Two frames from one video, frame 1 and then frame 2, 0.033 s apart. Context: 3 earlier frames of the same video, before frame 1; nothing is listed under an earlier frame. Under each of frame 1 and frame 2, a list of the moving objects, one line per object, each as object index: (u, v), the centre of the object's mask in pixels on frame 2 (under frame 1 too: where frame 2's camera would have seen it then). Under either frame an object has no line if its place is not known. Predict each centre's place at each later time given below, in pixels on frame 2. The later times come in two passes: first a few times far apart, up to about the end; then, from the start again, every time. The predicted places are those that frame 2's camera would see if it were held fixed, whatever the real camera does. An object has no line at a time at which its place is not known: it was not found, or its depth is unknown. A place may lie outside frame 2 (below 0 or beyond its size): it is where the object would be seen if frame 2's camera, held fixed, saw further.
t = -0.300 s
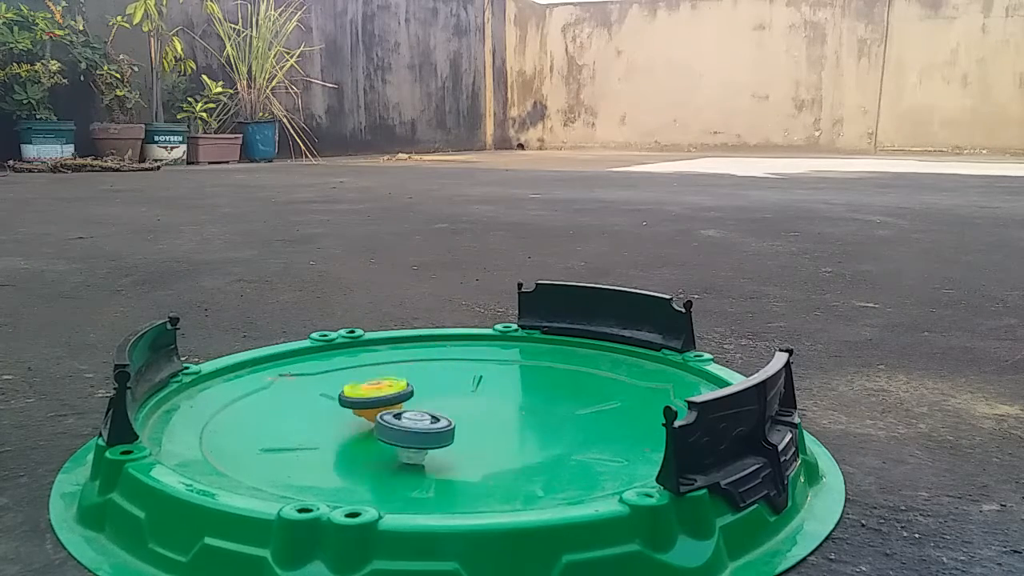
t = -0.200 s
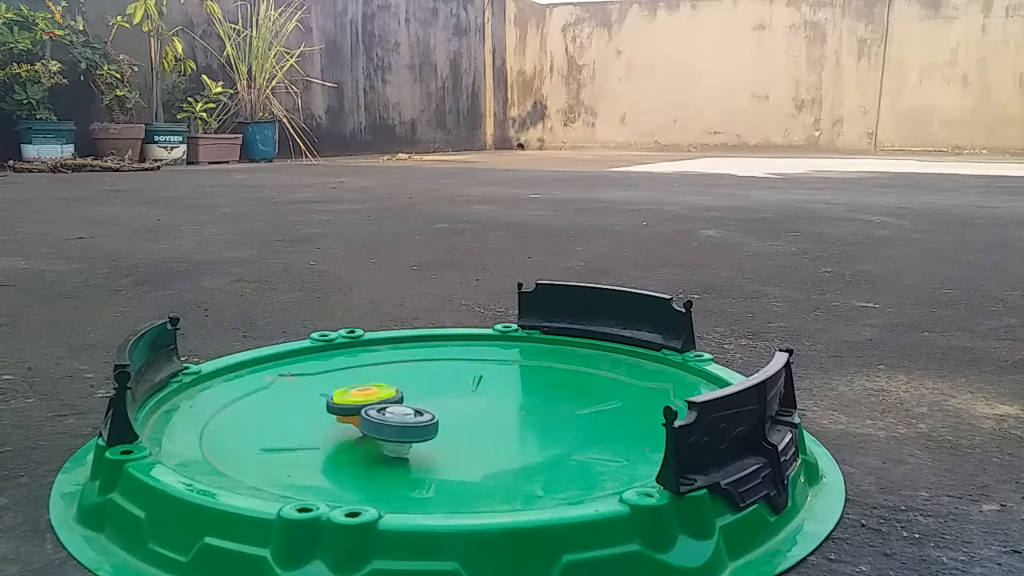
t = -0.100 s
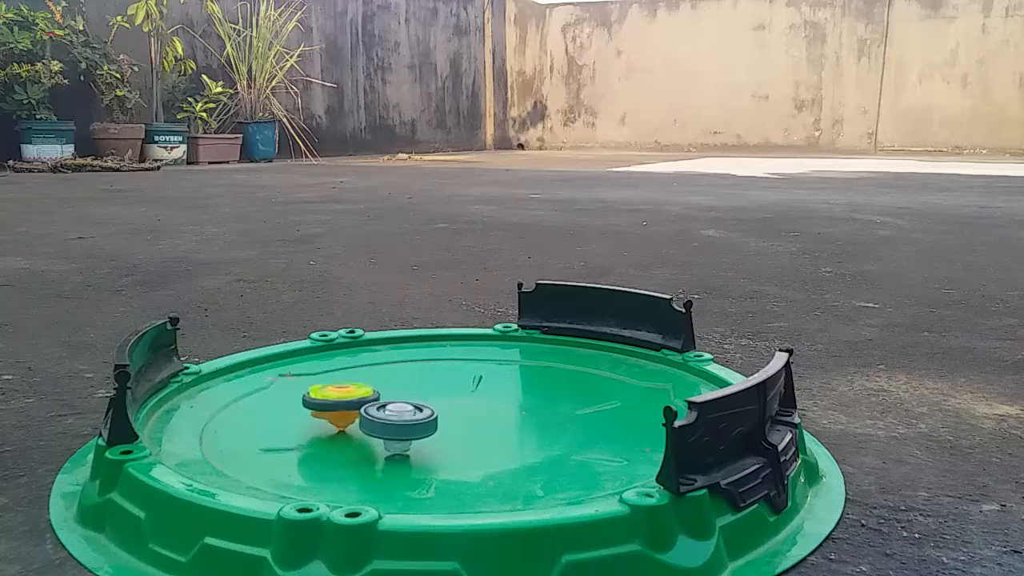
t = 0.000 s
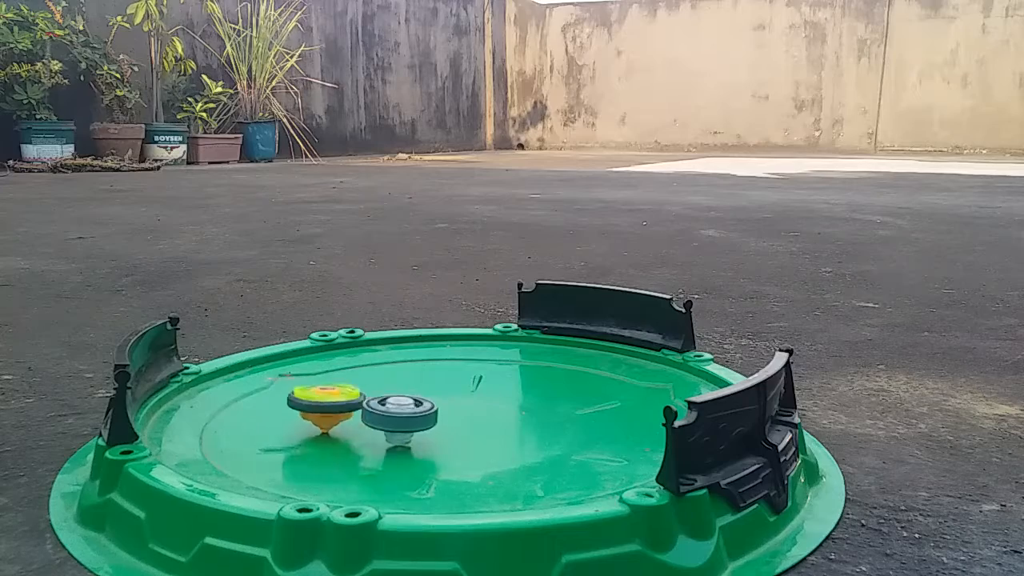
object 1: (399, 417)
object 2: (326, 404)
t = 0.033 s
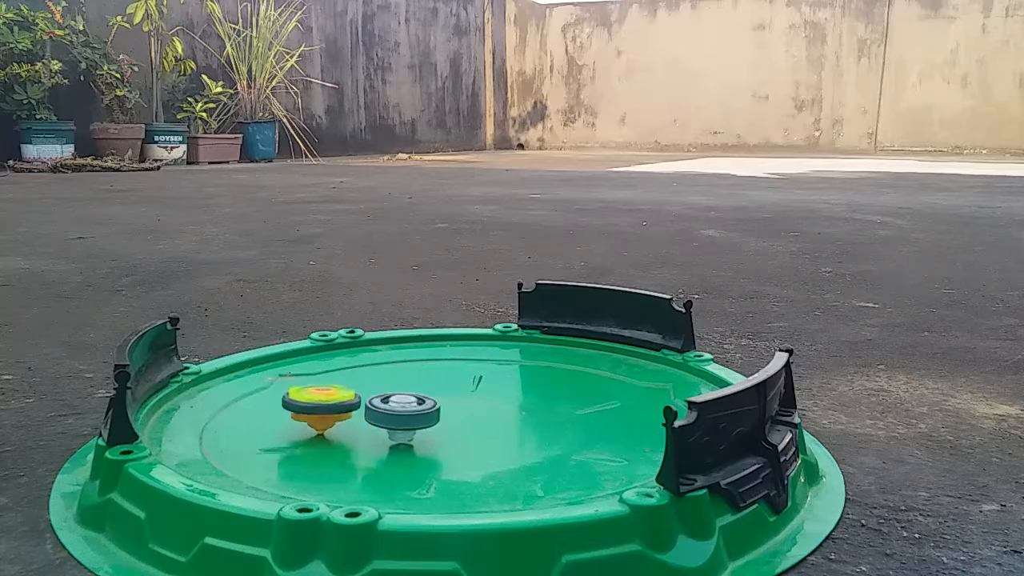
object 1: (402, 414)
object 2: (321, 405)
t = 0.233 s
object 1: (419, 402)
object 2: (307, 409)
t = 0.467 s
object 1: (444, 392)
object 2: (313, 412)
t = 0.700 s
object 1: (467, 383)
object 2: (341, 414)
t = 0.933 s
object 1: (474, 375)
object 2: (377, 406)
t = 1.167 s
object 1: (477, 373)
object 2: (419, 399)
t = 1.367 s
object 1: (481, 368)
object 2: (458, 396)
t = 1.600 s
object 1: (491, 366)
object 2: (500, 398)
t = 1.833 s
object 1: (491, 372)
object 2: (542, 413)
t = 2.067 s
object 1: (483, 376)
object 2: (571, 423)
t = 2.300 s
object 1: (490, 378)
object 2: (580, 424)
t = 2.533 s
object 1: (500, 381)
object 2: (565, 424)
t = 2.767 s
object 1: (497, 384)
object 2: (525, 422)
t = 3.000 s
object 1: (492, 385)
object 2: (481, 416)
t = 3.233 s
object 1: (497, 375)
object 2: (411, 447)
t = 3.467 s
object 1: (479, 372)
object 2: (398, 451)
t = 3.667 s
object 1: (462, 373)
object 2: (393, 447)
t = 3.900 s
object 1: (454, 373)
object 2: (401, 436)
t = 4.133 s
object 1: (456, 374)
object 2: (413, 415)
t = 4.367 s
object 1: (480, 371)
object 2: (443, 394)
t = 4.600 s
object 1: (506, 362)
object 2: (426, 403)
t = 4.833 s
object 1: (492, 365)
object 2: (435, 404)
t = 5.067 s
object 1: (485, 374)
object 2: (444, 405)
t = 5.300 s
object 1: (502, 378)
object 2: (454, 406)
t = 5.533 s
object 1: (522, 382)
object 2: (462, 407)
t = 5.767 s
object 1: (534, 386)
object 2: (470, 408)
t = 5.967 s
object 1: (537, 390)
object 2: (475, 408)
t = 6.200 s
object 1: (545, 389)
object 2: (447, 416)
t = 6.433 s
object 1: (535, 386)
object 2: (414, 421)
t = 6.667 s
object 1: (519, 382)
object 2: (381, 420)
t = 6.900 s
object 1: (507, 377)
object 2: (359, 415)
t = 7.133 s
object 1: (489, 376)
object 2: (351, 406)
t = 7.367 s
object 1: (480, 375)
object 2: (362, 397)
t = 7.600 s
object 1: (478, 376)
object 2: (385, 387)
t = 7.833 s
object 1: (480, 376)
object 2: (412, 380)
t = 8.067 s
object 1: (538, 374)
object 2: (353, 379)
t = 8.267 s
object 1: (551, 374)
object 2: (304, 382)
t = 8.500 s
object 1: (550, 374)
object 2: (279, 387)
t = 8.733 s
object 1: (549, 382)
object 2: (281, 393)
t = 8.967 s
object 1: (550, 389)
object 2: (308, 402)
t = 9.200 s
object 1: (555, 394)
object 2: (358, 411)
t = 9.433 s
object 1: (548, 398)
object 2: (410, 415)
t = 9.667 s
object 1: (529, 402)
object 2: (456, 422)
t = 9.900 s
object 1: (500, 394)
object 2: (493, 429)
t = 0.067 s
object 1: (404, 412)
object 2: (318, 406)
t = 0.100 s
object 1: (407, 410)
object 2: (315, 407)
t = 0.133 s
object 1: (410, 407)
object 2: (313, 408)
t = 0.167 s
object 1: (413, 405)
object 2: (310, 408)
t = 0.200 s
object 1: (417, 404)
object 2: (309, 409)
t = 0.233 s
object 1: (419, 402)
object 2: (307, 409)
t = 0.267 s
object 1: (423, 400)
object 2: (307, 410)
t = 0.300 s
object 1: (426, 398)
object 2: (306, 410)
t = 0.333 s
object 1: (429, 397)
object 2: (308, 411)
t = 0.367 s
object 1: (434, 396)
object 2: (308, 411)
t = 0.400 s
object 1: (436, 394)
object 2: (310, 411)
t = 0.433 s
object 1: (441, 393)
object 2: (311, 411)
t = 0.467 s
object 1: (444, 392)
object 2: (313, 412)
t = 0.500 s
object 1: (448, 391)
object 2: (315, 412)
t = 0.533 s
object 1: (451, 389)
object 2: (318, 413)
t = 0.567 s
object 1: (455, 388)
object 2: (322, 413)
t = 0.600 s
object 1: (458, 387)
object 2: (325, 413)
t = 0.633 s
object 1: (461, 386)
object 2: (331, 414)
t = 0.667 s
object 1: (465, 385)
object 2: (335, 414)
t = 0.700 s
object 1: (467, 383)
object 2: (341, 414)
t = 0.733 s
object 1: (470, 382)
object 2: (345, 412)
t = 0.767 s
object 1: (471, 380)
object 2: (350, 412)
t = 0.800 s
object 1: (472, 379)
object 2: (355, 410)
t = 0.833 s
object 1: (473, 378)
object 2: (360, 410)
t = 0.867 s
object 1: (473, 377)
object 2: (366, 408)
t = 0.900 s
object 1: (474, 376)
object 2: (371, 407)
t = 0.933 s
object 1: (474, 375)
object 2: (377, 406)
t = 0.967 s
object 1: (476, 374)
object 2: (383, 405)
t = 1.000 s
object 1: (477, 373)
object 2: (388, 404)
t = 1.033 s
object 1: (478, 373)
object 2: (395, 403)
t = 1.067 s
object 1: (478, 372)
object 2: (400, 402)
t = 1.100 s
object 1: (478, 372)
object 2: (407, 401)
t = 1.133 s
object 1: (478, 372)
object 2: (413, 400)
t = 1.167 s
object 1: (477, 373)
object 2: (419, 399)
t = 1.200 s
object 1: (478, 373)
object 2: (426, 399)
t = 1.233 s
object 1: (478, 373)
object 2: (431, 398)
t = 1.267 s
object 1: (480, 372)
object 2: (439, 397)
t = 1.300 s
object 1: (479, 370)
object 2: (444, 397)
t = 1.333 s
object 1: (482, 369)
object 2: (451, 396)
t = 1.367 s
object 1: (481, 368)
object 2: (458, 396)
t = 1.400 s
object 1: (484, 368)
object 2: (463, 396)
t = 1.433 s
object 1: (484, 367)
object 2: (471, 395)
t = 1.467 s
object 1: (485, 367)
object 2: (477, 394)
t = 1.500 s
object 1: (487, 366)
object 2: (483, 394)
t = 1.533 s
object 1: (487, 367)
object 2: (490, 394)
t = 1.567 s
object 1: (491, 367)
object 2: (494, 394)
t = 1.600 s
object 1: (491, 366)
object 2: (500, 398)
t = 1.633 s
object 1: (494, 366)
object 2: (506, 401)
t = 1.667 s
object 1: (495, 366)
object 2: (511, 403)
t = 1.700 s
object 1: (496, 367)
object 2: (519, 405)
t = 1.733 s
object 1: (494, 369)
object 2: (524, 407)
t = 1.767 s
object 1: (494, 370)
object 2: (531, 409)
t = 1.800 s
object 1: (492, 370)
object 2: (537, 411)
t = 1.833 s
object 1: (491, 372)
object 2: (542, 413)
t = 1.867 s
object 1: (490, 372)
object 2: (548, 414)
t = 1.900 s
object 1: (488, 374)
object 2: (552, 416)
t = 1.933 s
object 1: (486, 374)
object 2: (556, 419)
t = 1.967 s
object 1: (484, 375)
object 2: (560, 420)
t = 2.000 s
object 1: (484, 376)
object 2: (563, 421)
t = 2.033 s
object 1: (482, 376)
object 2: (566, 422)
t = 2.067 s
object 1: (483, 376)
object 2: (571, 423)
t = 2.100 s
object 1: (482, 377)
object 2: (573, 423)
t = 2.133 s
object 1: (483, 377)
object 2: (575, 424)
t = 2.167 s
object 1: (483, 377)
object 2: (578, 424)
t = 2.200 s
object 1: (485, 377)
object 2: (579, 424)
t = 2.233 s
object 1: (486, 378)
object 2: (580, 424)
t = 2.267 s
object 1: (489, 378)
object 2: (580, 424)
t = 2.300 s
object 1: (490, 378)
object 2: (580, 424)
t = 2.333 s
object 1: (493, 378)
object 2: (579, 424)
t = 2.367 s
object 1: (494, 379)
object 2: (578, 424)
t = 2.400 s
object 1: (496, 379)
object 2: (577, 424)
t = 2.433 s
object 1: (497, 380)
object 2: (575, 425)
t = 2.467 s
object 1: (499, 380)
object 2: (573, 424)
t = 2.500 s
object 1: (499, 381)
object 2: (569, 424)
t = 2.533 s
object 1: (500, 381)
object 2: (565, 424)
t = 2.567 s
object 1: (500, 382)
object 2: (562, 424)
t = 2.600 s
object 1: (500, 383)
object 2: (557, 423)
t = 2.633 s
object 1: (500, 383)
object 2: (551, 423)
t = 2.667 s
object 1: (500, 384)
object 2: (545, 423)
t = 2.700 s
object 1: (499, 384)
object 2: (539, 423)
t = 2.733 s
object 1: (498, 384)
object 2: (532, 423)
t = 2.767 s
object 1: (497, 384)
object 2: (525, 422)
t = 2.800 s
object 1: (497, 384)
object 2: (519, 422)
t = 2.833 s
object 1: (496, 384)
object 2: (512, 421)
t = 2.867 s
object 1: (495, 384)
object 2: (506, 420)
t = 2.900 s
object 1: (494, 384)
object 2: (500, 419)
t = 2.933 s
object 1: (493, 385)
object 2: (493, 418)
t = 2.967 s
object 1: (492, 385)
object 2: (487, 417)
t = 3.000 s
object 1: (492, 385)
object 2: (481, 416)
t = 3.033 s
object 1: (489, 385)
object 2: (477, 415)
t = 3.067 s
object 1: (489, 386)
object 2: (468, 419)
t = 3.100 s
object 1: (492, 385)
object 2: (454, 428)
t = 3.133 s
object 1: (495, 381)
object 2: (440, 436)
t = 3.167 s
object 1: (496, 378)
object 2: (427, 442)
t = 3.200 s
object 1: (498, 376)
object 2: (417, 445)
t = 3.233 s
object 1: (497, 375)
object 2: (411, 447)
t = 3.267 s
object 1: (497, 374)
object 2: (408, 449)
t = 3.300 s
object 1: (495, 373)
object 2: (406, 450)
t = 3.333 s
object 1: (493, 373)
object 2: (404, 450)
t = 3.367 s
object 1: (489, 373)
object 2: (401, 450)
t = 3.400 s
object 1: (486, 373)
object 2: (400, 451)
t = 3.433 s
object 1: (482, 373)
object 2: (400, 451)
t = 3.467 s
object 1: (479, 372)
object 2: (398, 451)
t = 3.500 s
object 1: (476, 372)
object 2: (397, 450)
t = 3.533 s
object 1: (472, 372)
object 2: (395, 451)
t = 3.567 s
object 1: (470, 373)
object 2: (394, 450)
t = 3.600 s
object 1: (466, 373)
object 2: (394, 449)
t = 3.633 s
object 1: (465, 373)
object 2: (393, 448)
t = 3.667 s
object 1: (462, 373)
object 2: (393, 447)
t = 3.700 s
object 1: (462, 373)
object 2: (392, 447)
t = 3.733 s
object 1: (459, 374)
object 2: (394, 445)
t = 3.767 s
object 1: (458, 374)
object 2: (396, 444)
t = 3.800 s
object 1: (456, 374)
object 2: (397, 442)
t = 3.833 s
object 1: (455, 373)
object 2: (398, 440)
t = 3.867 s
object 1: (455, 374)
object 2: (399, 438)
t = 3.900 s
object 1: (454, 373)
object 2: (401, 436)
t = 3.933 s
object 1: (455, 374)
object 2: (402, 433)
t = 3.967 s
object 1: (453, 374)
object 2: (404, 430)
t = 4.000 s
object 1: (454, 374)
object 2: (404, 427)
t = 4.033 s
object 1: (453, 374)
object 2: (405, 424)
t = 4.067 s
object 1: (455, 374)
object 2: (407, 421)
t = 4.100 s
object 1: (455, 375)
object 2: (410, 418)
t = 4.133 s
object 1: (456, 374)
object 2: (413, 415)
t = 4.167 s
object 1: (458, 375)
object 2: (417, 412)
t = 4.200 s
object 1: (459, 374)
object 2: (421, 409)
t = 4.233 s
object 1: (463, 374)
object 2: (423, 406)
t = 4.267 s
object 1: (465, 373)
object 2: (427, 403)
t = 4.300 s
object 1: (470, 373)
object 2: (432, 400)
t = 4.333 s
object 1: (475, 372)
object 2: (437, 396)
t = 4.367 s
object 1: (480, 371)
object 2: (443, 394)
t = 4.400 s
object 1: (484, 371)
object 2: (446, 393)
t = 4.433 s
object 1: (490, 370)
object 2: (436, 397)
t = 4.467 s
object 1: (498, 366)
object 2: (428, 400)
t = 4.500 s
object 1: (503, 364)
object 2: (424, 402)
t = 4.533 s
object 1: (506, 362)
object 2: (423, 403)
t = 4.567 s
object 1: (507, 362)
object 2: (424, 403)
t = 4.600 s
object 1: (506, 362)
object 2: (426, 403)
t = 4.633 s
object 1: (505, 362)
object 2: (428, 403)
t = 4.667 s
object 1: (502, 363)
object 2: (429, 403)
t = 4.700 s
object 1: (501, 363)
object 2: (430, 403)
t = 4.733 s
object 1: (498, 363)
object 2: (431, 404)
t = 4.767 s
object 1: (496, 364)
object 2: (432, 404)
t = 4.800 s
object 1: (494, 365)
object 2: (433, 404)
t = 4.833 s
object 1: (492, 365)
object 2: (435, 404)
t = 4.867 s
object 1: (491, 366)
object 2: (437, 404)
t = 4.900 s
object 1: (489, 367)
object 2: (438, 404)
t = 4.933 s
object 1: (488, 368)
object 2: (440, 404)
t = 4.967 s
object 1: (487, 370)
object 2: (441, 404)
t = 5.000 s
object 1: (486, 371)
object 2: (442, 405)
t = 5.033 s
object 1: (486, 372)
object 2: (443, 405)
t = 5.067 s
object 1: (485, 374)
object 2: (444, 405)
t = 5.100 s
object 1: (487, 374)
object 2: (445, 405)
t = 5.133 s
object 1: (488, 375)
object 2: (447, 405)
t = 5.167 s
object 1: (490, 375)
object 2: (449, 405)
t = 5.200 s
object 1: (493, 376)
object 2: (450, 405)
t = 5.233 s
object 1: (495, 376)
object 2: (452, 406)
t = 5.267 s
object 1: (499, 377)
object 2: (453, 406)
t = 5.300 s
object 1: (502, 378)
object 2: (454, 406)
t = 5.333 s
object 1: (504, 379)
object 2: (456, 406)
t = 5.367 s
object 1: (508, 380)
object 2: (457, 406)
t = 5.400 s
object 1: (511, 380)
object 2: (458, 407)
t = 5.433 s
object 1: (514, 380)
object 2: (459, 407)
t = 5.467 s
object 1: (517, 381)
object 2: (460, 407)
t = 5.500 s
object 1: (518, 382)
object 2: (461, 407)
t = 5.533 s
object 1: (522, 382)
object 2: (462, 407)
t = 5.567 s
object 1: (523, 383)
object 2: (463, 407)
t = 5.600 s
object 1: (526, 383)
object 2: (465, 407)
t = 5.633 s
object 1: (528, 384)
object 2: (467, 407)
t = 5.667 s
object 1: (529, 385)
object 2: (468, 408)
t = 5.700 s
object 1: (532, 385)
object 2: (469, 408)
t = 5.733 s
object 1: (533, 386)
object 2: (470, 408)
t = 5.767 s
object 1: (534, 386)
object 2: (470, 408)
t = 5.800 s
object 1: (536, 387)
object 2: (471, 408)
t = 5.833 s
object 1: (536, 388)
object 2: (472, 408)
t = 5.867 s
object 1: (537, 388)
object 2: (473, 408)
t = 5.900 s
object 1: (537, 389)
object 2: (474, 408)
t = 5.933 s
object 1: (537, 389)
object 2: (474, 408)
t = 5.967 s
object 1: (537, 390)
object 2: (475, 408)
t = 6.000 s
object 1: (536, 391)
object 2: (476, 408)
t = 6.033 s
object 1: (535, 391)
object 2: (477, 408)
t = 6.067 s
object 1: (535, 392)
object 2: (477, 408)
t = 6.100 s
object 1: (534, 392)
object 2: (474, 409)
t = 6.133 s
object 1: (539, 390)
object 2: (461, 412)
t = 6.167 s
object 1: (543, 389)
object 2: (453, 414)
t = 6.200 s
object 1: (545, 389)
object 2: (447, 416)
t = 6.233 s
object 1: (547, 388)
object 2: (443, 417)
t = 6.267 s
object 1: (547, 388)
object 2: (438, 418)
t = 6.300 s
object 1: (546, 388)
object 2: (433, 418)
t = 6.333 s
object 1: (544, 388)
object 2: (428, 419)
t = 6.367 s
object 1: (541, 388)
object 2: (423, 420)
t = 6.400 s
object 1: (538, 387)
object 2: (419, 421)
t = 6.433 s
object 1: (535, 386)
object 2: (414, 421)
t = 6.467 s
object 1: (532, 386)
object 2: (409, 421)
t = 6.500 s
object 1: (530, 385)
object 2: (404, 421)
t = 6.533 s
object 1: (527, 384)
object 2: (399, 421)
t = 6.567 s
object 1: (525, 384)
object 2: (395, 421)
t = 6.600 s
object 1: (523, 383)
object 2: (390, 421)
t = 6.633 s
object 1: (521, 382)
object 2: (385, 421)
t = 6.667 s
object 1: (519, 382)
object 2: (381, 420)
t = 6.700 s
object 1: (518, 381)
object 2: (377, 420)
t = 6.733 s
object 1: (516, 380)
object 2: (374, 419)
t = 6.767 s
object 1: (515, 379)
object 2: (370, 419)
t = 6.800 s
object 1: (514, 379)
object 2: (367, 418)
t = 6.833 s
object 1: (511, 379)
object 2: (364, 417)
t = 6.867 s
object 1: (509, 378)
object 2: (362, 416)
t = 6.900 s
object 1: (507, 377)
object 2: (359, 415)
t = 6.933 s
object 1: (504, 377)
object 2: (357, 414)
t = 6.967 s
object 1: (502, 377)
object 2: (355, 413)
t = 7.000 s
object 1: (499, 377)
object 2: (354, 411)
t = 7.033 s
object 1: (496, 377)
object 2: (353, 410)
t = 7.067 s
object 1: (494, 377)
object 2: (352, 409)
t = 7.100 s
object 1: (492, 377)
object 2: (351, 408)
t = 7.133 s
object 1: (489, 376)
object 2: (351, 406)
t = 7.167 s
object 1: (488, 376)
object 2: (351, 405)
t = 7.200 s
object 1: (486, 376)
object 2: (352, 404)
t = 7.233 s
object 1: (484, 376)
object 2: (353, 403)
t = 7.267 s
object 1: (483, 375)
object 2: (355, 401)
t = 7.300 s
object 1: (483, 375)
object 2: (357, 400)
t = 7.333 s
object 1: (481, 375)
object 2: (359, 398)
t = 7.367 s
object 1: (480, 375)
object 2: (362, 397)
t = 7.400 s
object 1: (480, 376)
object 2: (365, 395)
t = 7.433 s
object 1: (478, 375)
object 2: (368, 394)
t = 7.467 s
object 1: (478, 376)
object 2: (371, 392)
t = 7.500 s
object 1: (478, 376)
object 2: (374, 391)
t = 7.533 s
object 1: (477, 376)
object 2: (378, 390)
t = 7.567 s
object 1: (477, 375)
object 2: (381, 389)
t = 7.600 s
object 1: (478, 376)
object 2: (385, 387)
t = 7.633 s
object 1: (478, 375)
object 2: (389, 386)
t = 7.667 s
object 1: (478, 375)
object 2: (392, 385)
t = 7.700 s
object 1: (479, 376)
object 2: (397, 383)
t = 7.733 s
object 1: (478, 376)
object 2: (401, 382)
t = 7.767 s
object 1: (479, 376)
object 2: (405, 382)
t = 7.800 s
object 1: (479, 376)
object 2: (410, 380)
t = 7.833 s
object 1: (480, 376)
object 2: (412, 380)
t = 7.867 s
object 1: (484, 375)
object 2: (413, 379)
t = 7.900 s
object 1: (486, 375)
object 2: (416, 379)
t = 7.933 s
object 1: (487, 376)
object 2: (419, 379)
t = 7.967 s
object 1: (488, 376)
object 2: (421, 378)
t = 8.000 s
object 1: (509, 376)
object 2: (395, 379)
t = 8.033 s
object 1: (526, 374)
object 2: (371, 379)
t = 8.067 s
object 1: (538, 374)
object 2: (353, 379)
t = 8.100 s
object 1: (547, 373)
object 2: (342, 378)
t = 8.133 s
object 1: (552, 374)
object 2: (332, 379)
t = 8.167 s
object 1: (553, 374)
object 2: (323, 380)
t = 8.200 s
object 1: (553, 374)
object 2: (316, 380)
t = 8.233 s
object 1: (552, 374)
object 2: (310, 381)
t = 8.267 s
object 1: (551, 374)
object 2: (304, 382)
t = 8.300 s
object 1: (549, 374)
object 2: (299, 382)
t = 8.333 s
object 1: (549, 373)
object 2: (294, 383)
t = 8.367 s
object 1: (549, 373)
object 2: (289, 384)
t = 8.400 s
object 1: (549, 373)
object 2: (285, 385)
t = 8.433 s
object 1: (549, 373)
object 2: (283, 386)
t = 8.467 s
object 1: (550, 373)
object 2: (281, 386)
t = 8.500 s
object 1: (550, 374)
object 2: (279, 387)
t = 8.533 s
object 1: (549, 374)
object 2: (279, 388)
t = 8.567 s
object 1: (550, 375)
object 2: (278, 388)
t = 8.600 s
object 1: (551, 376)
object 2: (278, 389)
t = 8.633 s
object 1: (550, 378)
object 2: (278, 390)
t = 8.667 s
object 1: (550, 379)
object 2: (278, 391)
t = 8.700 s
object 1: (550, 380)
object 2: (279, 392)
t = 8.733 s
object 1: (549, 382)
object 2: (281, 393)
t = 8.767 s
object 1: (547, 383)
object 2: (283, 393)
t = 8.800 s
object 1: (547, 384)
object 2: (286, 395)
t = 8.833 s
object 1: (548, 385)
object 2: (288, 396)
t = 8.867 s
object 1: (547, 386)
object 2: (292, 397)
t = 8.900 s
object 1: (547, 387)
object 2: (296, 399)
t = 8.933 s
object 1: (549, 387)
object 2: (301, 401)
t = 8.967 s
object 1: (550, 389)
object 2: (308, 402)
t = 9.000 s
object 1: (551, 390)
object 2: (314, 404)
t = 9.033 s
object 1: (552, 390)
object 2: (321, 406)
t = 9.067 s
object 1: (554, 391)
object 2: (328, 407)
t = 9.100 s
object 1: (554, 392)
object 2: (335, 409)
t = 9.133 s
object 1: (554, 393)
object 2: (342, 410)
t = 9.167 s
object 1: (555, 393)
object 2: (350, 410)
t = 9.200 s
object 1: (555, 394)
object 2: (358, 411)
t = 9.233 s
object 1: (555, 395)
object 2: (366, 411)
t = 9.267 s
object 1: (554, 396)
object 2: (373, 412)
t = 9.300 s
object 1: (553, 396)
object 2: (380, 412)
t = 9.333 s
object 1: (553, 397)
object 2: (387, 413)
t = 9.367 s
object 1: (551, 398)
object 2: (395, 413)
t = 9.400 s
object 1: (549, 398)
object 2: (403, 414)
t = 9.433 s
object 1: (548, 398)
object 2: (410, 415)
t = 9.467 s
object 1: (546, 399)
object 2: (417, 415)
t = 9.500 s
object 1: (543, 400)
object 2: (423, 417)
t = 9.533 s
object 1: (541, 401)
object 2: (430, 418)
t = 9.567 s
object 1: (540, 401)
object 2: (437, 419)
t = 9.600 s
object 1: (537, 402)
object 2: (444, 420)
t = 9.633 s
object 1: (532, 402)
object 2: (451, 421)
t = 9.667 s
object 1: (529, 402)
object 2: (456, 422)
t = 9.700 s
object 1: (527, 402)
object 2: (461, 423)
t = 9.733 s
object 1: (524, 402)
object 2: (468, 424)
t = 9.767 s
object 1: (521, 400)
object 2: (474, 425)
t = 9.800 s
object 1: (518, 398)
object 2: (480, 426)
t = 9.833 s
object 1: (513, 396)
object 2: (484, 427)
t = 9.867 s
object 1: (507, 395)
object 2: (488, 428)
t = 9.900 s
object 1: (500, 394)
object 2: (493, 429)
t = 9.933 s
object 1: (494, 394)
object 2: (498, 430)
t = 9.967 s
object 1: (491, 394)
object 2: (503, 431)
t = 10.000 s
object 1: (488, 394)
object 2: (506, 432)
